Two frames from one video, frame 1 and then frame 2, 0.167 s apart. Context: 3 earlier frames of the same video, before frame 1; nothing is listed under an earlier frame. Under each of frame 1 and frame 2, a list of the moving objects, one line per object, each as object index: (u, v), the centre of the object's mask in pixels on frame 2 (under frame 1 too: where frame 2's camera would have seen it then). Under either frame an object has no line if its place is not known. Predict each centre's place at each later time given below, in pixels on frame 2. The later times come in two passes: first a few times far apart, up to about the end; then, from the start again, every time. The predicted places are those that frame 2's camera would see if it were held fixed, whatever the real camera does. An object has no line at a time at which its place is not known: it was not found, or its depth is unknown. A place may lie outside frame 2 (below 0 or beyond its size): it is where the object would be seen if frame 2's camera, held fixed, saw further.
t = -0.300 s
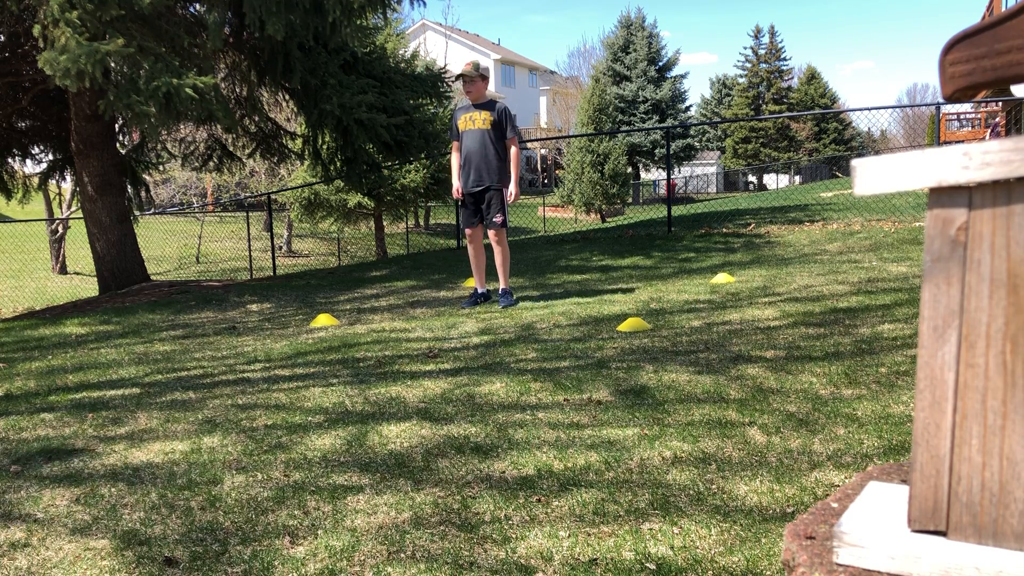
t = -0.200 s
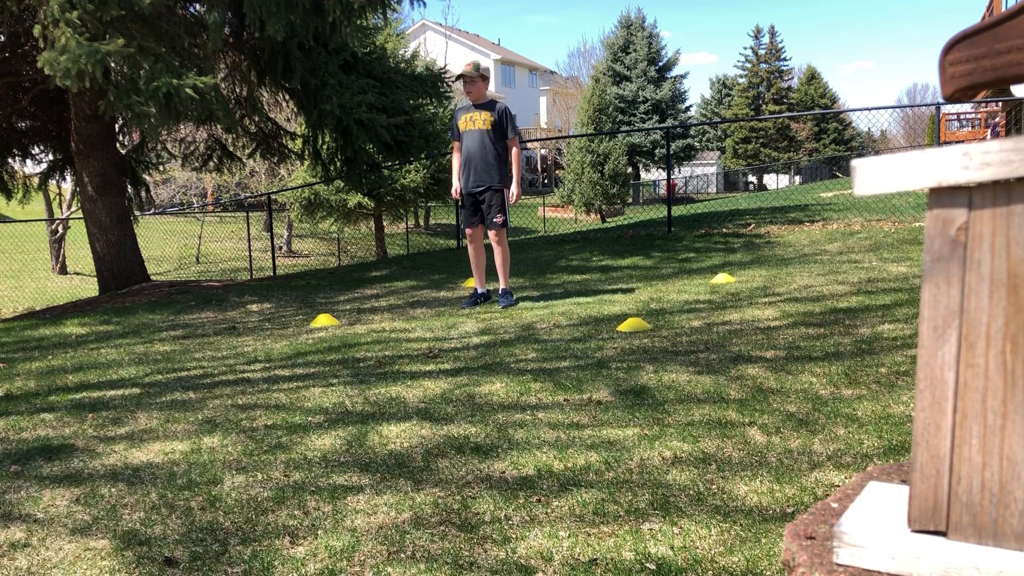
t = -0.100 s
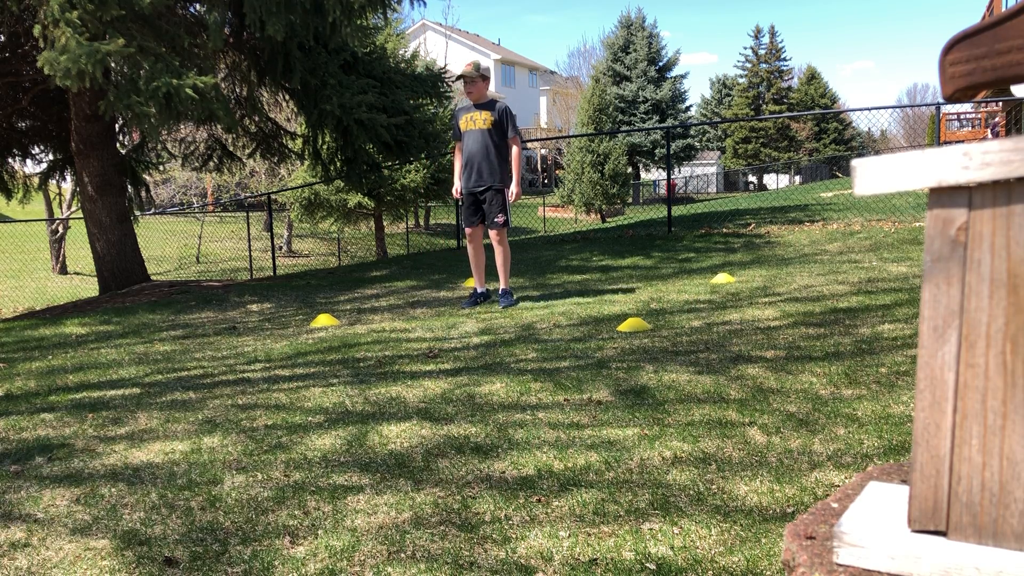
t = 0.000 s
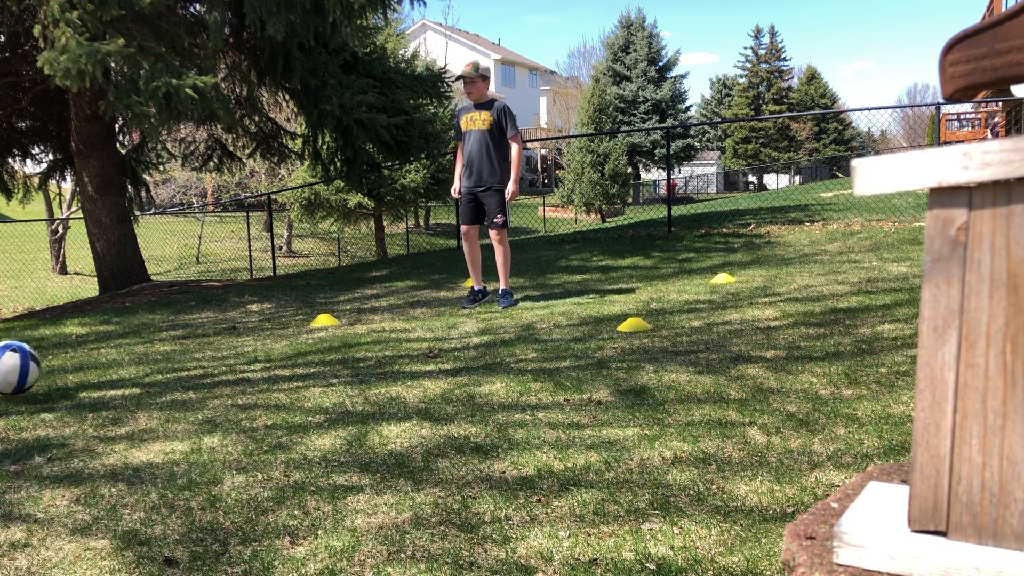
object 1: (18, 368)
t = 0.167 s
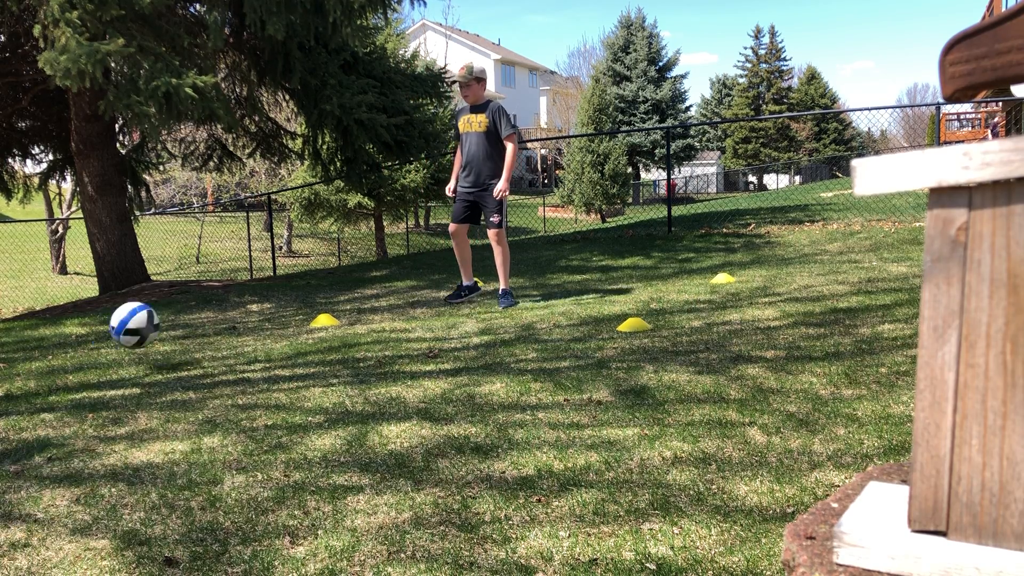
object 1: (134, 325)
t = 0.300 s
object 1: (197, 312)
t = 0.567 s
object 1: (282, 315)
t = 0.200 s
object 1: (151, 318)
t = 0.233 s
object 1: (167, 313)
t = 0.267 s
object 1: (182, 312)
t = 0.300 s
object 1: (197, 312)
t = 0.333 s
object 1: (212, 314)
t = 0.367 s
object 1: (226, 319)
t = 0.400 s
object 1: (239, 324)
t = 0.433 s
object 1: (249, 322)
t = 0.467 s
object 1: (257, 317)
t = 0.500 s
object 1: (265, 315)
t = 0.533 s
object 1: (274, 314)
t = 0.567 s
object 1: (282, 315)
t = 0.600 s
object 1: (288, 311)
